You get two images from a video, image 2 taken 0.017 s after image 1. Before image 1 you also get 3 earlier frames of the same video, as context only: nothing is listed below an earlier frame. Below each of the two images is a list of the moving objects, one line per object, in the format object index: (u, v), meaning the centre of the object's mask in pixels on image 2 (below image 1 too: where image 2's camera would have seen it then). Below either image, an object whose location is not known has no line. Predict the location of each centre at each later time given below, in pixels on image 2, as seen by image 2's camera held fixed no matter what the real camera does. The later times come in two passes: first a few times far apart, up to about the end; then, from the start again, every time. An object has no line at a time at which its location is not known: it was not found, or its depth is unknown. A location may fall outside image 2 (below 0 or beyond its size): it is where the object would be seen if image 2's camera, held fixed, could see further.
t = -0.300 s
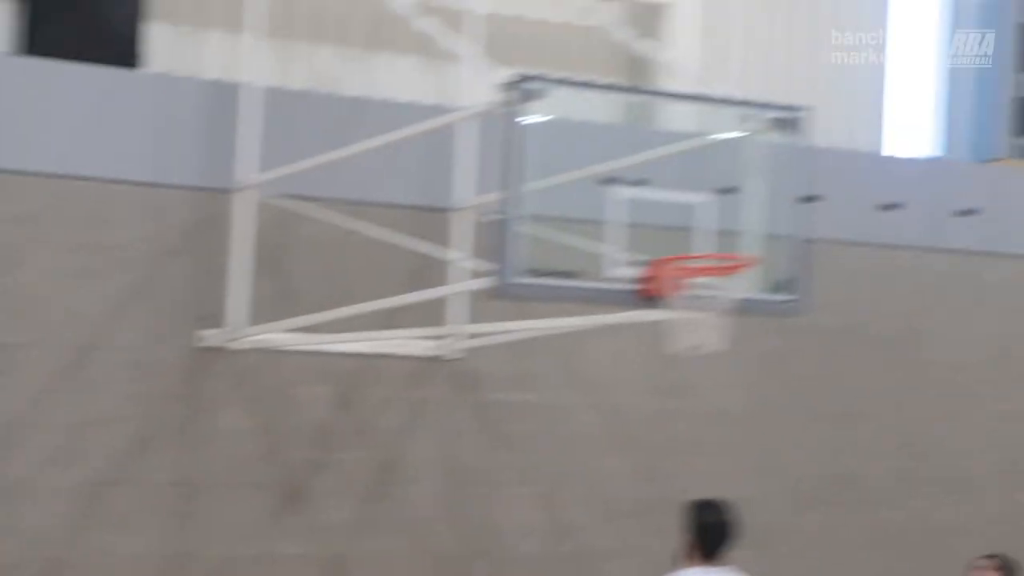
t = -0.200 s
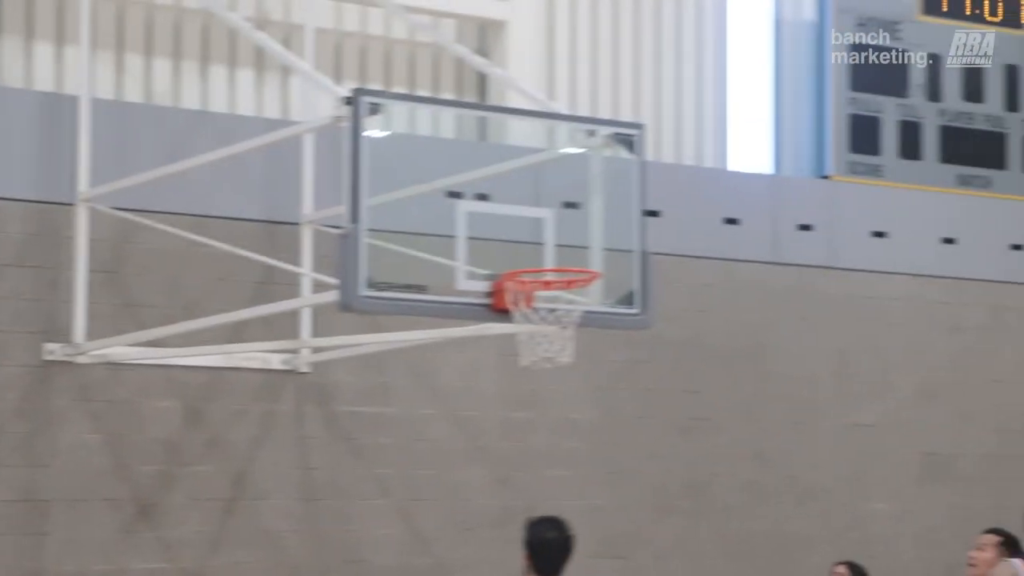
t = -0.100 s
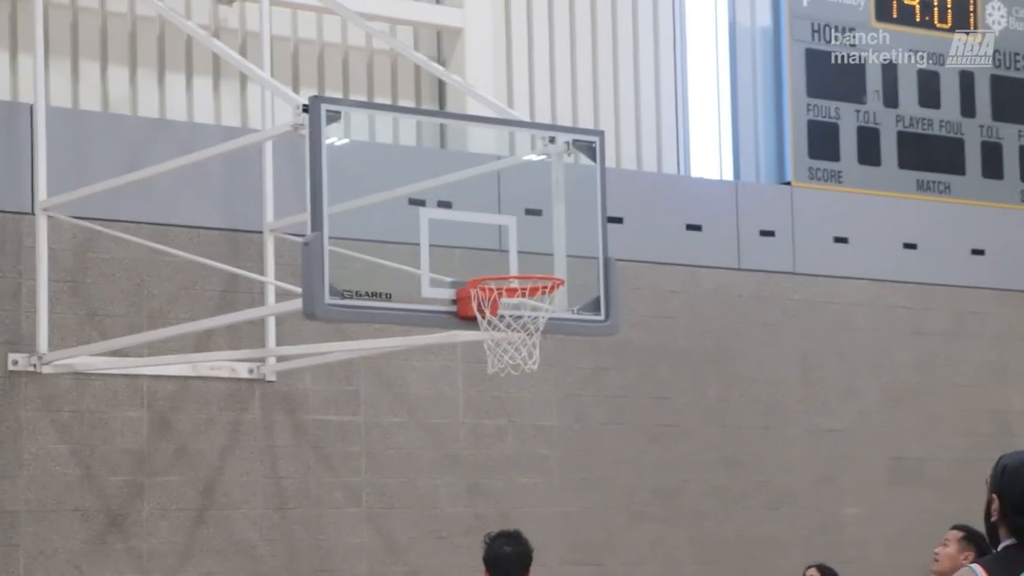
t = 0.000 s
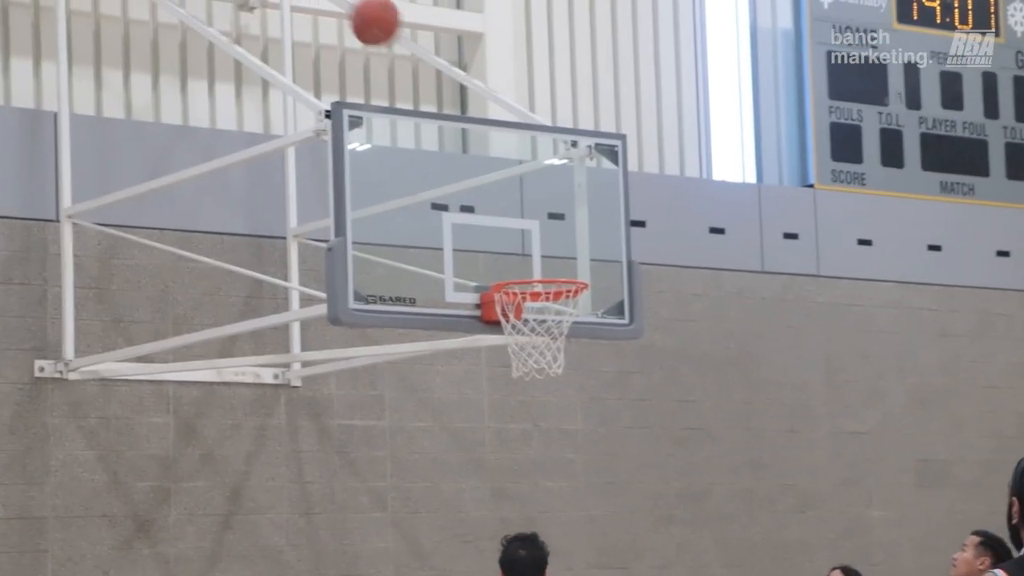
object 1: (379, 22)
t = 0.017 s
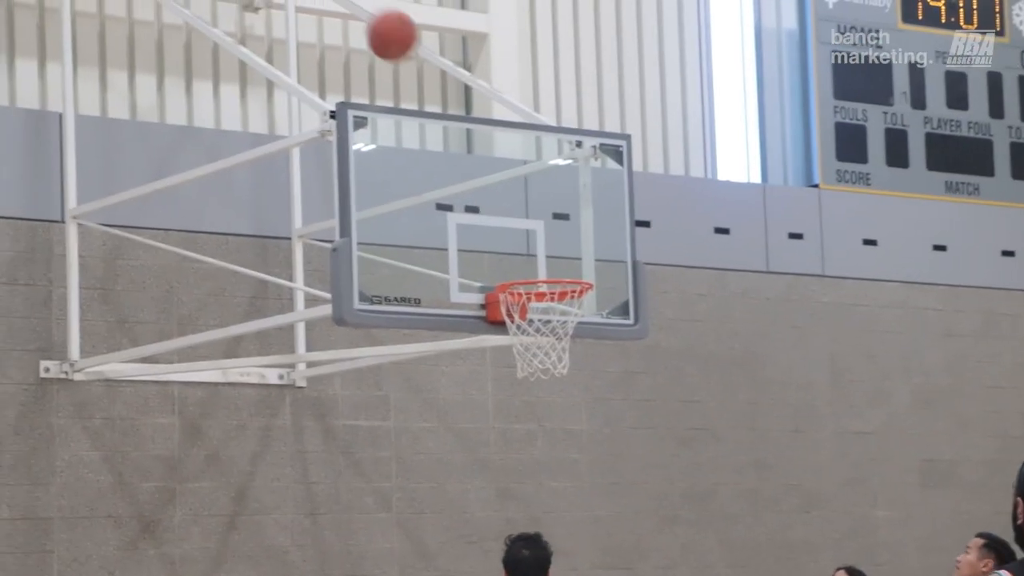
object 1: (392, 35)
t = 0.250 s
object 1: (554, 267)
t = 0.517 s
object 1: (511, 572)
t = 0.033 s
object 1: (404, 49)
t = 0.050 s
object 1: (415, 64)
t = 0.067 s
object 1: (428, 80)
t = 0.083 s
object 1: (440, 96)
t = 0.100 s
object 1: (453, 113)
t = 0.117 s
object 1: (465, 129)
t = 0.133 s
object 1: (476, 146)
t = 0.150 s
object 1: (488, 164)
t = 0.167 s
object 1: (499, 182)
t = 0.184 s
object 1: (510, 200)
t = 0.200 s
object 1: (521, 218)
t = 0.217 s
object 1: (532, 238)
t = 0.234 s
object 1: (543, 256)
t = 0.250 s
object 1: (554, 267)
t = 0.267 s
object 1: (563, 294)
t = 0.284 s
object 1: (562, 309)
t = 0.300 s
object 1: (559, 324)
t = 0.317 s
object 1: (555, 341)
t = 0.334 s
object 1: (550, 357)
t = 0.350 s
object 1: (547, 374)
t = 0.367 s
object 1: (543, 390)
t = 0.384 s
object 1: (539, 407)
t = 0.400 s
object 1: (536, 426)
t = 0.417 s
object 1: (533, 445)
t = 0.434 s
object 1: (529, 464)
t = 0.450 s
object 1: (526, 484)
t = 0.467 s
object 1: (523, 505)
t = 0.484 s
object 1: (519, 527)
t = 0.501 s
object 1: (515, 548)
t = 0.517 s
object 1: (511, 572)
